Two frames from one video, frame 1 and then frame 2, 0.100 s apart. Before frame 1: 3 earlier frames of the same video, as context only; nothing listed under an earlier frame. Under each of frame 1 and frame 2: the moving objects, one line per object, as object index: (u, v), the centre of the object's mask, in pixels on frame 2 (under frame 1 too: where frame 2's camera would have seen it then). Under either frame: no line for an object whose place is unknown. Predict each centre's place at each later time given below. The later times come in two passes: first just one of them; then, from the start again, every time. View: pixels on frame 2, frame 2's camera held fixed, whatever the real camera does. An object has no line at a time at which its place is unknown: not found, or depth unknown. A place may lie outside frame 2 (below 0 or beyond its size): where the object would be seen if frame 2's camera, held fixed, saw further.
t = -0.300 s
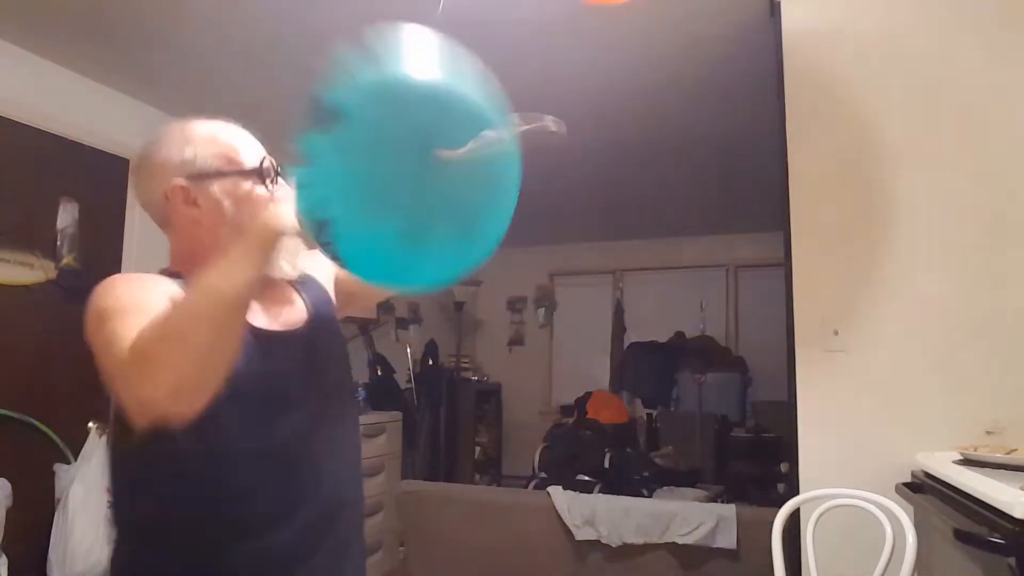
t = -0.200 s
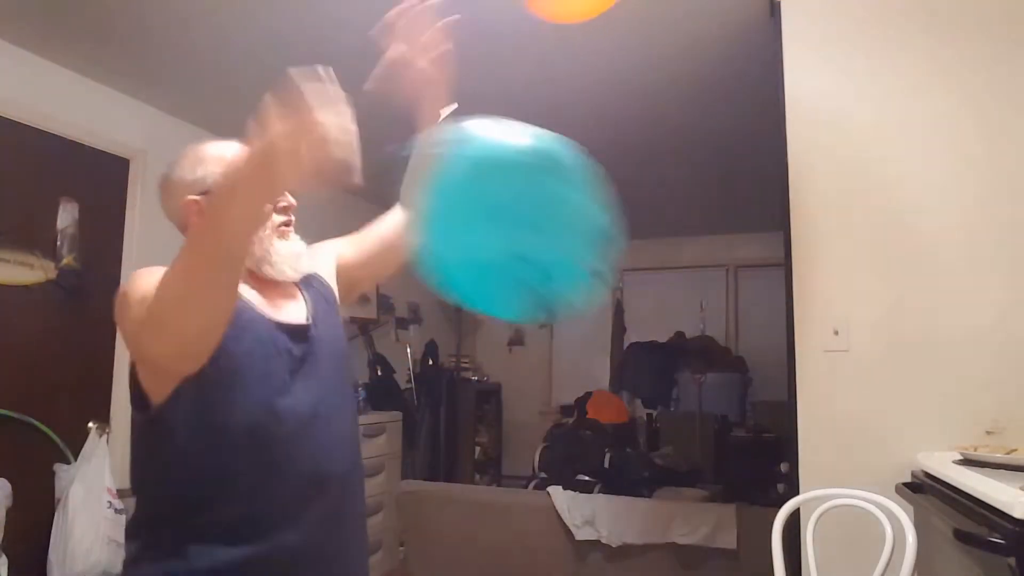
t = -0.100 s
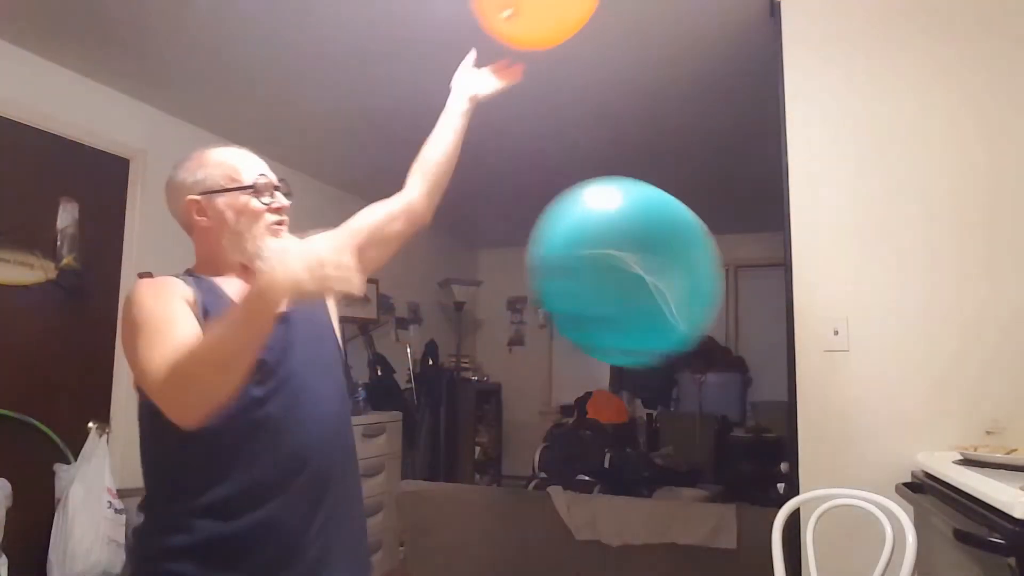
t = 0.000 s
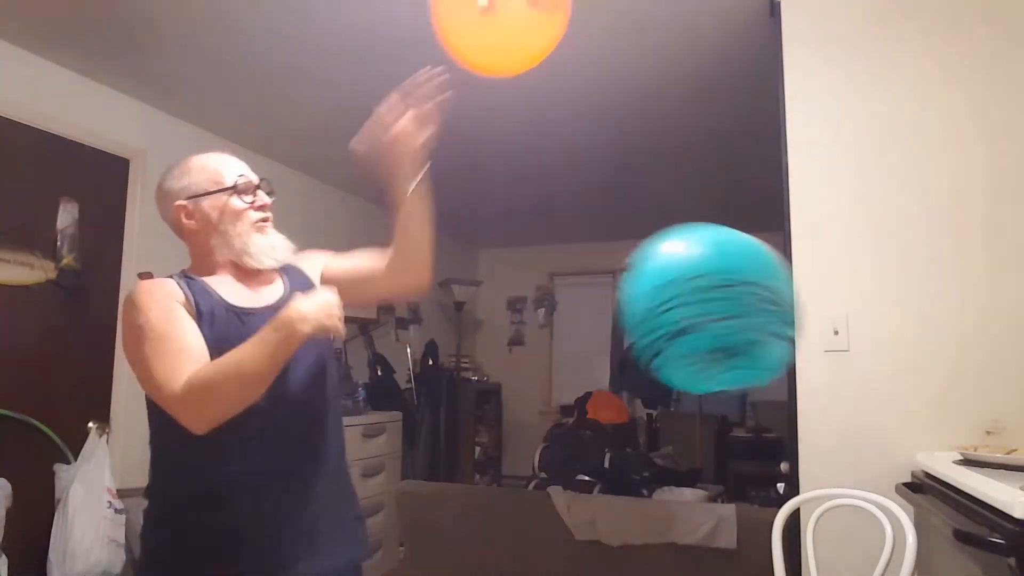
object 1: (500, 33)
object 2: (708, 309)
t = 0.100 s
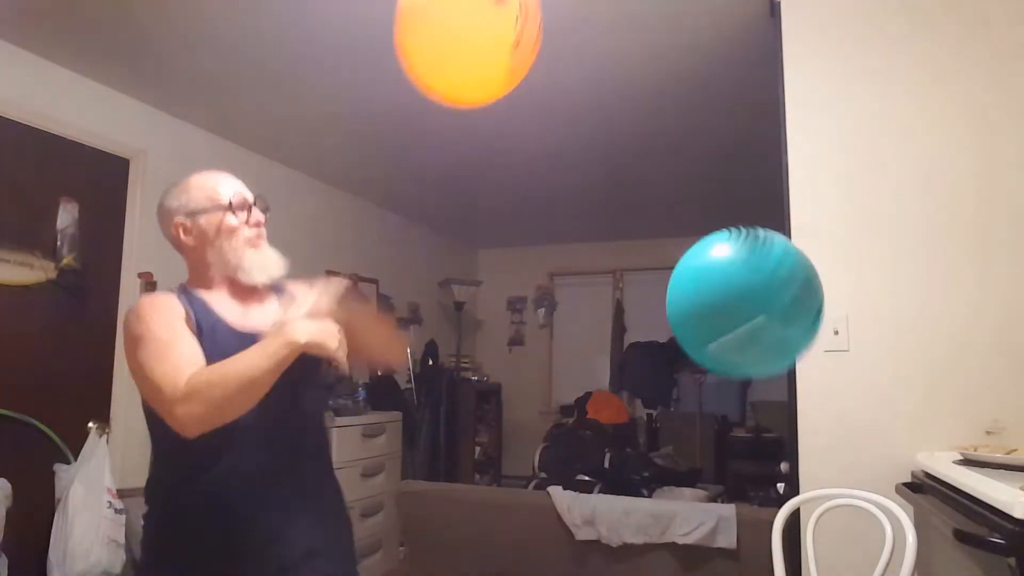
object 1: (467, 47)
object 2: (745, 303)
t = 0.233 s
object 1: (429, 82)
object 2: (745, 266)
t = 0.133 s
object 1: (457, 54)
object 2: (742, 293)
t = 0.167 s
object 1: (447, 61)
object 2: (738, 284)
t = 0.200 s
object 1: (438, 70)
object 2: (741, 275)
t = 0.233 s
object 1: (429, 82)
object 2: (745, 266)
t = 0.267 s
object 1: (419, 99)
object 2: (748, 260)
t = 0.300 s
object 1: (408, 119)
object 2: (752, 252)
